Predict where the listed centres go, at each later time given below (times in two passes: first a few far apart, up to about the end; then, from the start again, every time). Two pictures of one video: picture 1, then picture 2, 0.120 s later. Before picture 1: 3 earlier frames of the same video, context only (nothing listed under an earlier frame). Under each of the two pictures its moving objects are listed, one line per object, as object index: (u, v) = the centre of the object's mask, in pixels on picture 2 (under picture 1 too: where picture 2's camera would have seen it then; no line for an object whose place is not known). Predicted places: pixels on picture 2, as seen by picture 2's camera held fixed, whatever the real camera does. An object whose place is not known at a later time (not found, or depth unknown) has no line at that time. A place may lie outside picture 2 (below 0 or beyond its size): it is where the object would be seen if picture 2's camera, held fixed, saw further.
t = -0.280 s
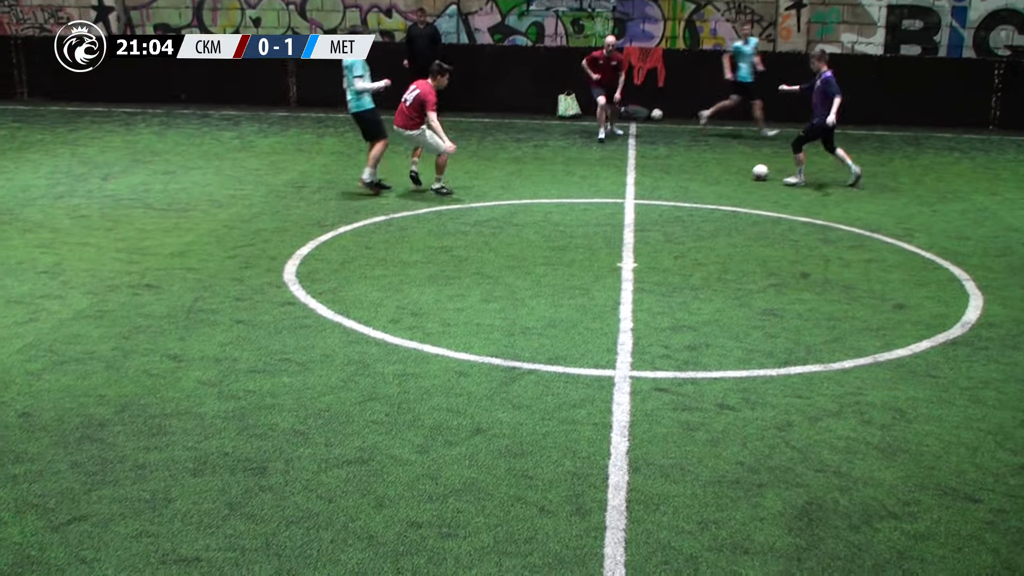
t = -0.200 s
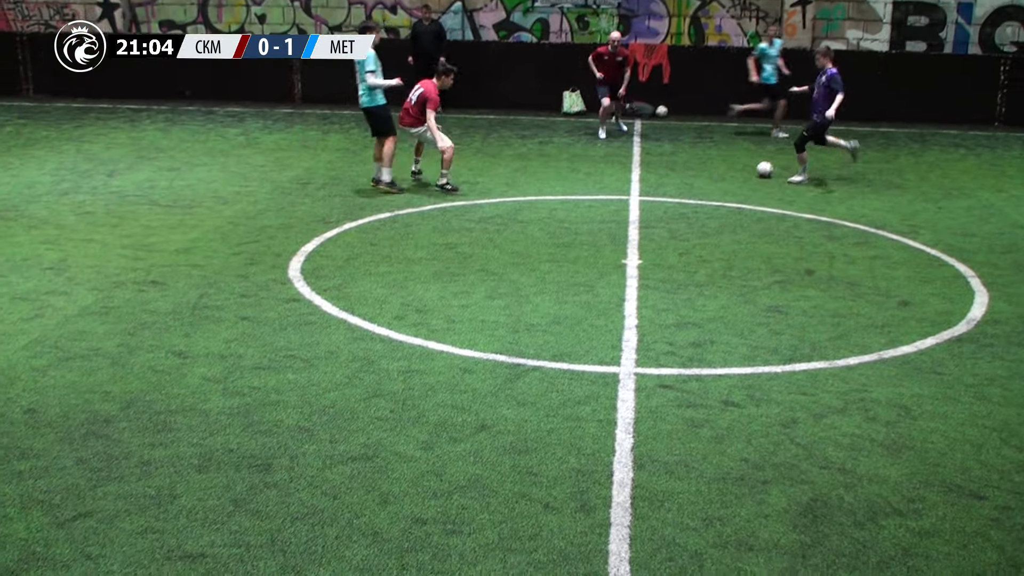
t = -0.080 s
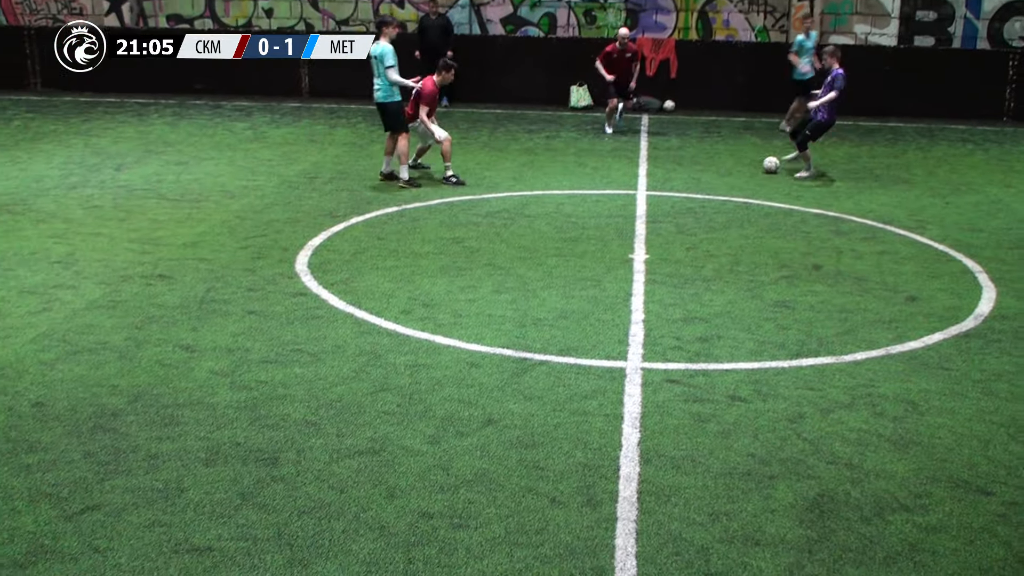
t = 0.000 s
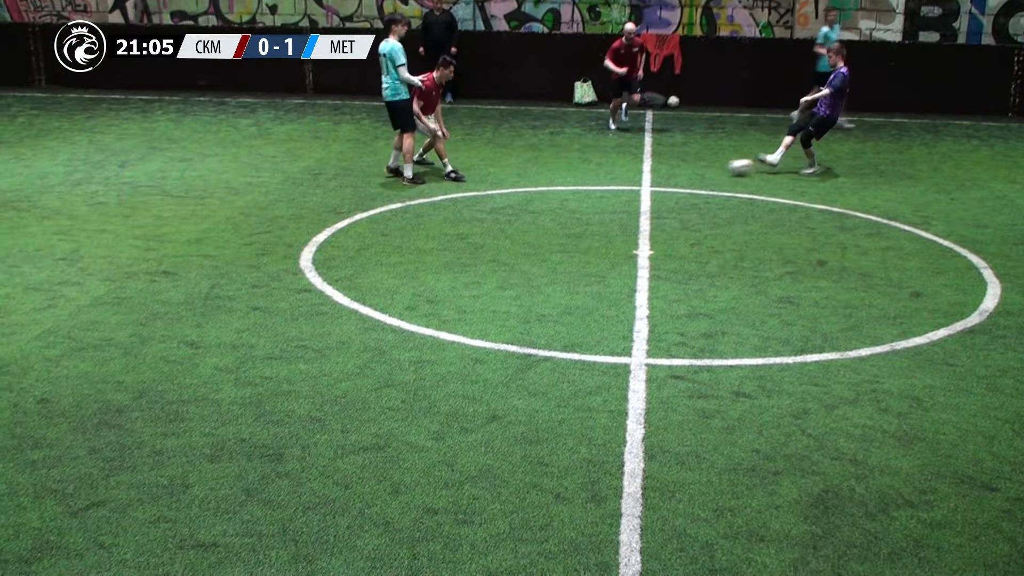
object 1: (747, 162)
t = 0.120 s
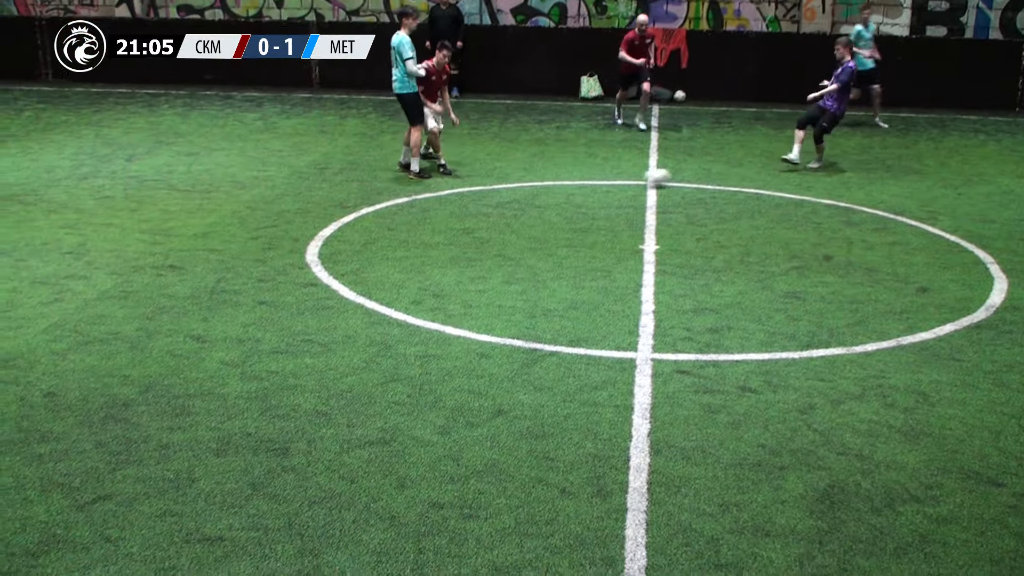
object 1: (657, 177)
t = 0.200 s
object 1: (593, 190)
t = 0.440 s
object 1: (390, 227)
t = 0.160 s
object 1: (624, 183)
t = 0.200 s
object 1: (593, 190)
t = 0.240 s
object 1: (560, 196)
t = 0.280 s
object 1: (527, 201)
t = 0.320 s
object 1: (493, 208)
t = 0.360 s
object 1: (457, 215)
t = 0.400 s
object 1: (424, 220)
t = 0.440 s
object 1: (390, 227)
